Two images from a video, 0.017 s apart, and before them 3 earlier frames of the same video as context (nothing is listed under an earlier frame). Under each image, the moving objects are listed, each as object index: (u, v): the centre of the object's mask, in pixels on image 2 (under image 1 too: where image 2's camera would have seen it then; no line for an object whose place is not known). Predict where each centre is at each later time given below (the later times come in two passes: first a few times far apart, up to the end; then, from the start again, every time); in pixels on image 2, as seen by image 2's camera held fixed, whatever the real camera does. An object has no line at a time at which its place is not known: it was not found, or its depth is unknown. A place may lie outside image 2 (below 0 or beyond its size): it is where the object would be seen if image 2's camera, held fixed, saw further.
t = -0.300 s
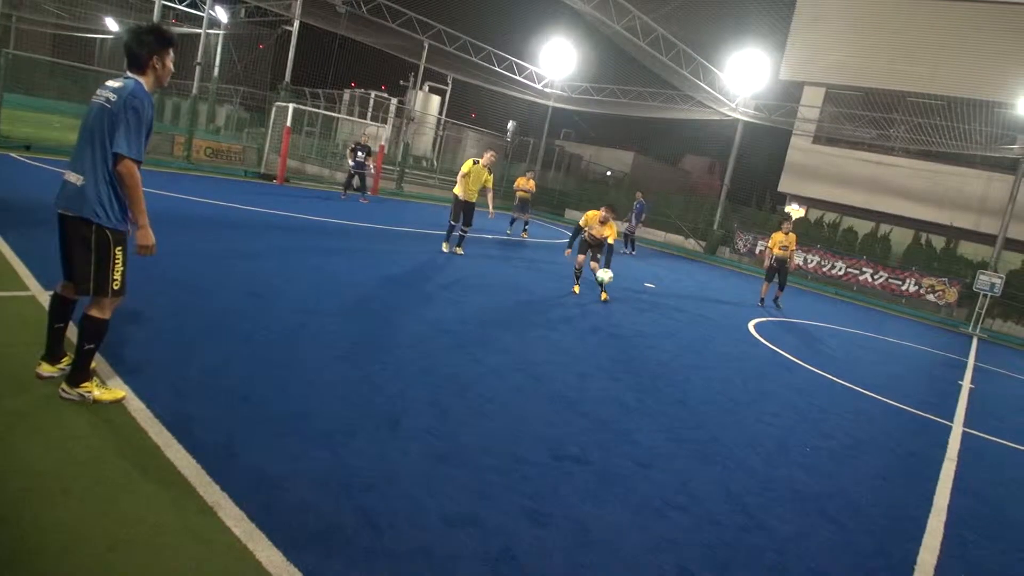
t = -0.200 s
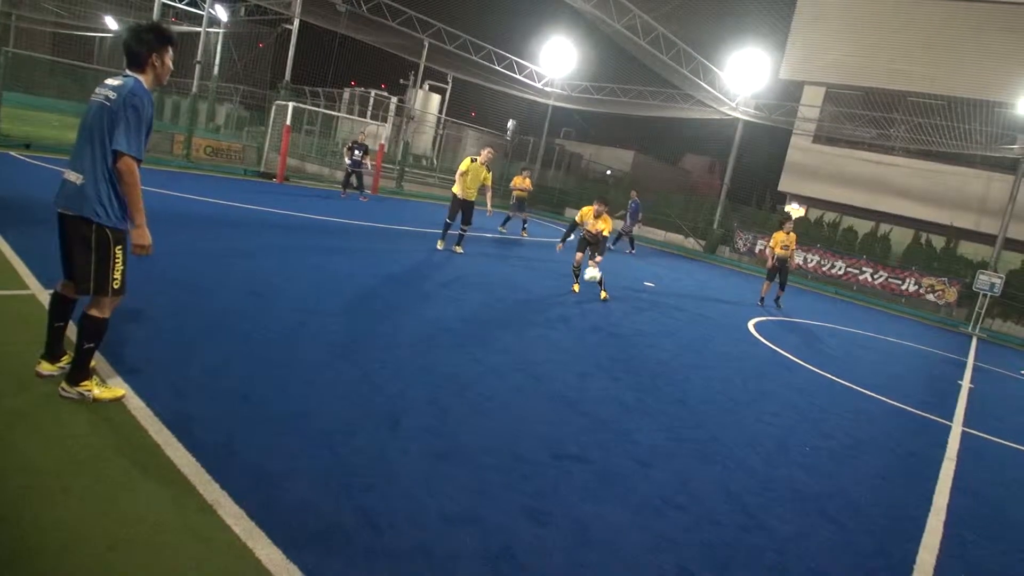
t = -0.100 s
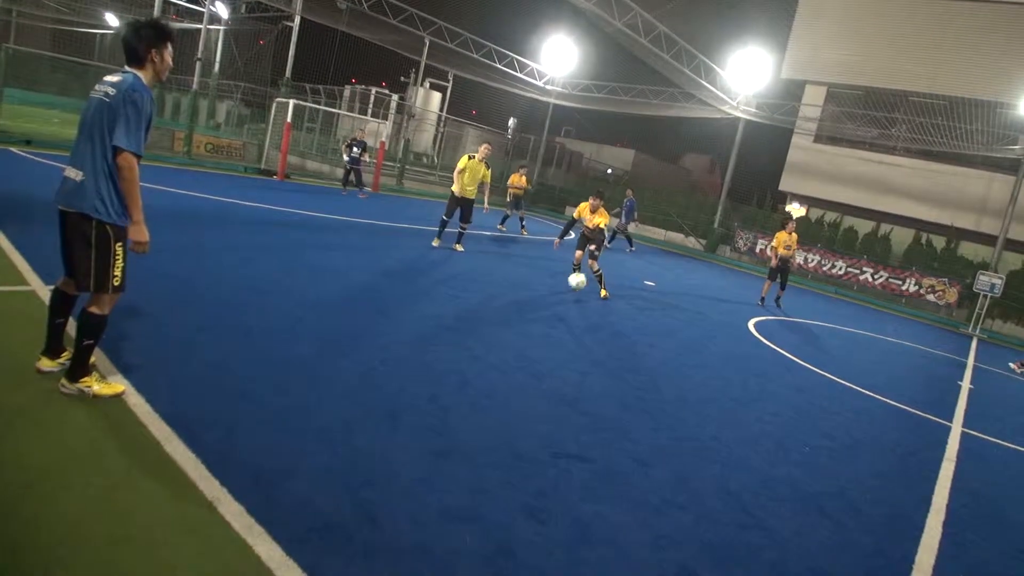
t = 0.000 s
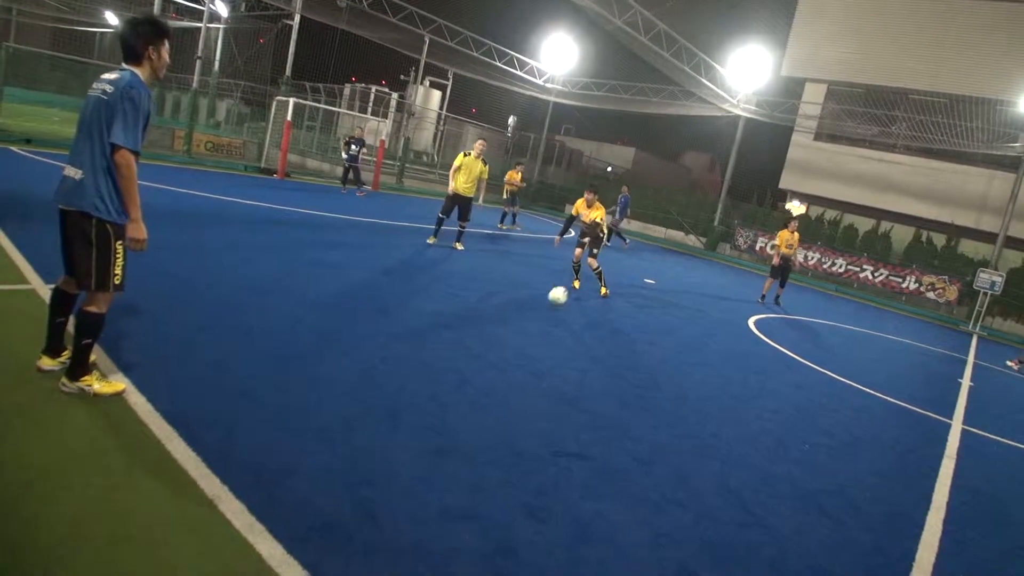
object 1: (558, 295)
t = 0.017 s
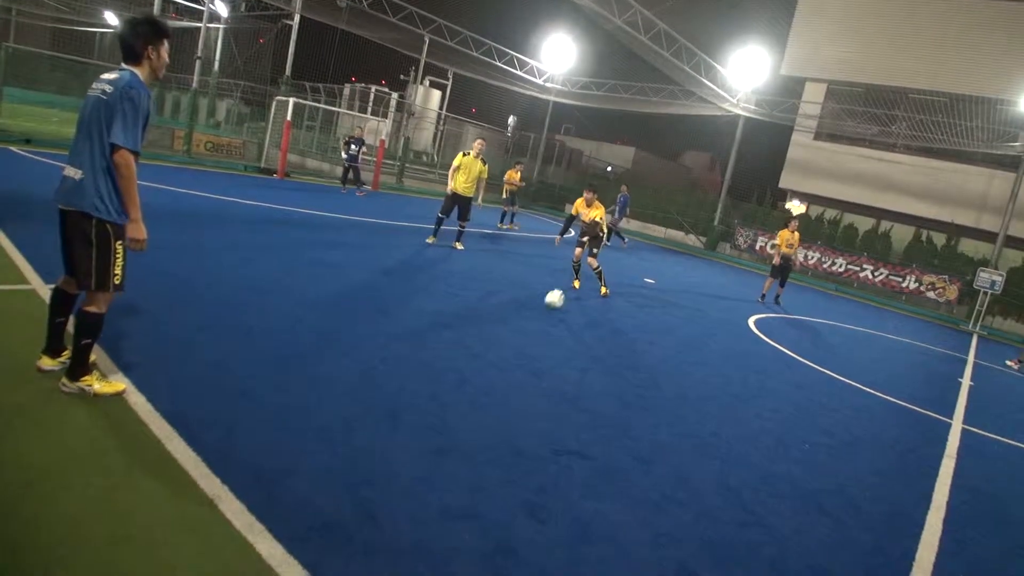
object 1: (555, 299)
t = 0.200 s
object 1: (535, 294)
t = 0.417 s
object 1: (504, 306)
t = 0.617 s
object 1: (470, 315)
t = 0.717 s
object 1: (452, 320)
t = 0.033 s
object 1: (552, 301)
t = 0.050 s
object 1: (551, 299)
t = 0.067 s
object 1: (549, 298)
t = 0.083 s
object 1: (547, 296)
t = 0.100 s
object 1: (546, 295)
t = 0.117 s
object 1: (544, 295)
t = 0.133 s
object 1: (542, 294)
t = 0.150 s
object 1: (541, 294)
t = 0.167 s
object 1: (539, 293)
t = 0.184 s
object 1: (538, 294)
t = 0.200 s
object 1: (535, 294)
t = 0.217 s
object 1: (533, 295)
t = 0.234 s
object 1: (531, 296)
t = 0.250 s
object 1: (528, 297)
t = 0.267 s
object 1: (525, 298)
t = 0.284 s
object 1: (523, 300)
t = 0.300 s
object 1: (520, 302)
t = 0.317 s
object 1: (518, 304)
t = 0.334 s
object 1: (515, 307)
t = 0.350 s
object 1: (512, 308)
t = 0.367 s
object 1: (510, 307)
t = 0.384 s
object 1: (508, 306)
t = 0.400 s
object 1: (506, 306)
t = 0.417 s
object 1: (504, 306)
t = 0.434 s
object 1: (501, 306)
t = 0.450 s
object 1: (498, 307)
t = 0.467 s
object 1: (496, 307)
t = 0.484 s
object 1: (493, 308)
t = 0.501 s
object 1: (490, 310)
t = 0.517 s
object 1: (487, 311)
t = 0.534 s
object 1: (484, 313)
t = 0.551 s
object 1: (481, 314)
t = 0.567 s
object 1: (478, 314)
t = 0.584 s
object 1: (476, 314)
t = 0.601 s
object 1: (473, 314)
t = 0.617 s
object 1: (470, 315)
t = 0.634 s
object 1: (467, 316)
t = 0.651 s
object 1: (464, 317)
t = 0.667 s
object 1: (461, 318)
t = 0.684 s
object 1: (458, 319)
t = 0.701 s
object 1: (455, 319)
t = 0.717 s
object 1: (452, 320)
